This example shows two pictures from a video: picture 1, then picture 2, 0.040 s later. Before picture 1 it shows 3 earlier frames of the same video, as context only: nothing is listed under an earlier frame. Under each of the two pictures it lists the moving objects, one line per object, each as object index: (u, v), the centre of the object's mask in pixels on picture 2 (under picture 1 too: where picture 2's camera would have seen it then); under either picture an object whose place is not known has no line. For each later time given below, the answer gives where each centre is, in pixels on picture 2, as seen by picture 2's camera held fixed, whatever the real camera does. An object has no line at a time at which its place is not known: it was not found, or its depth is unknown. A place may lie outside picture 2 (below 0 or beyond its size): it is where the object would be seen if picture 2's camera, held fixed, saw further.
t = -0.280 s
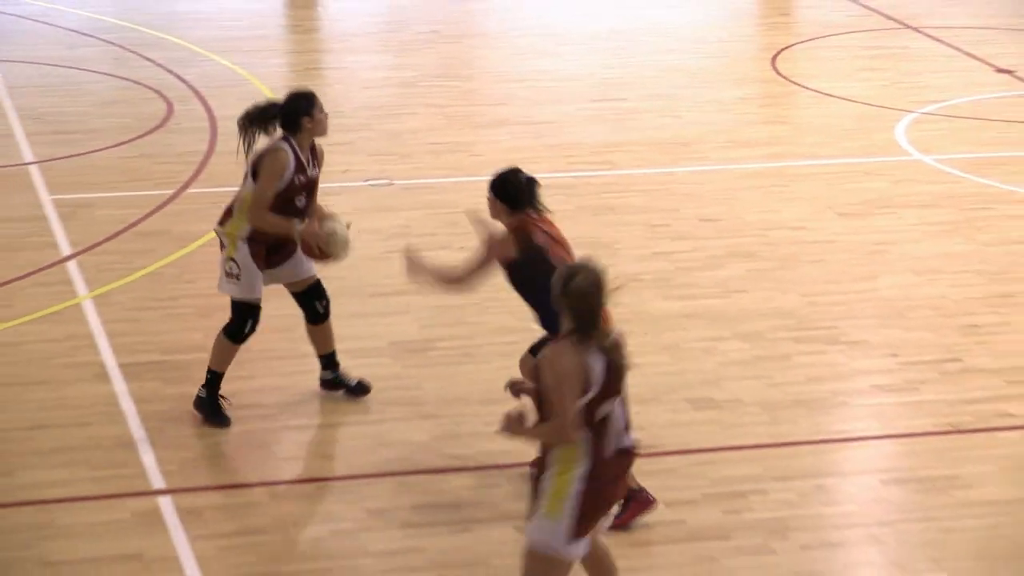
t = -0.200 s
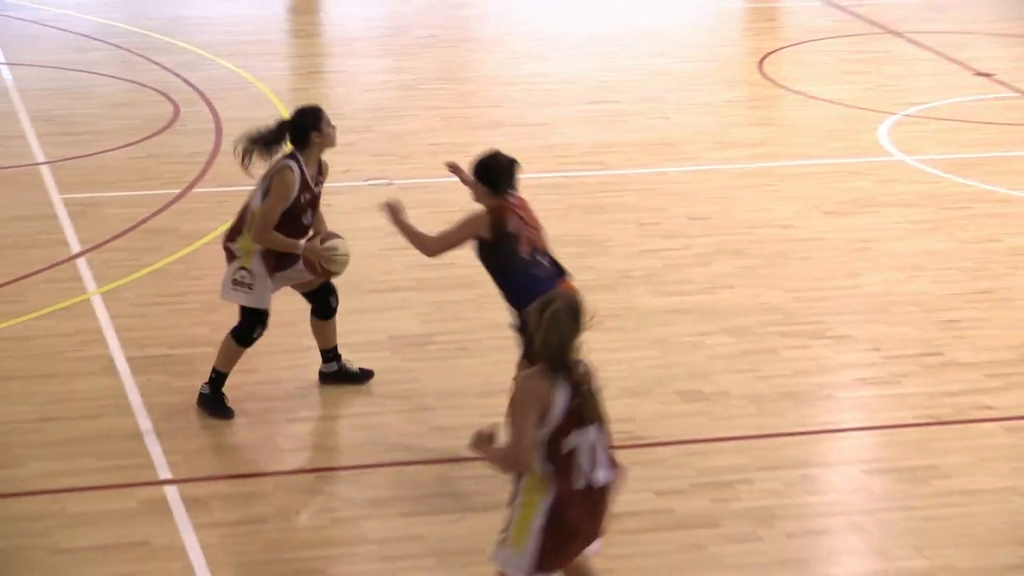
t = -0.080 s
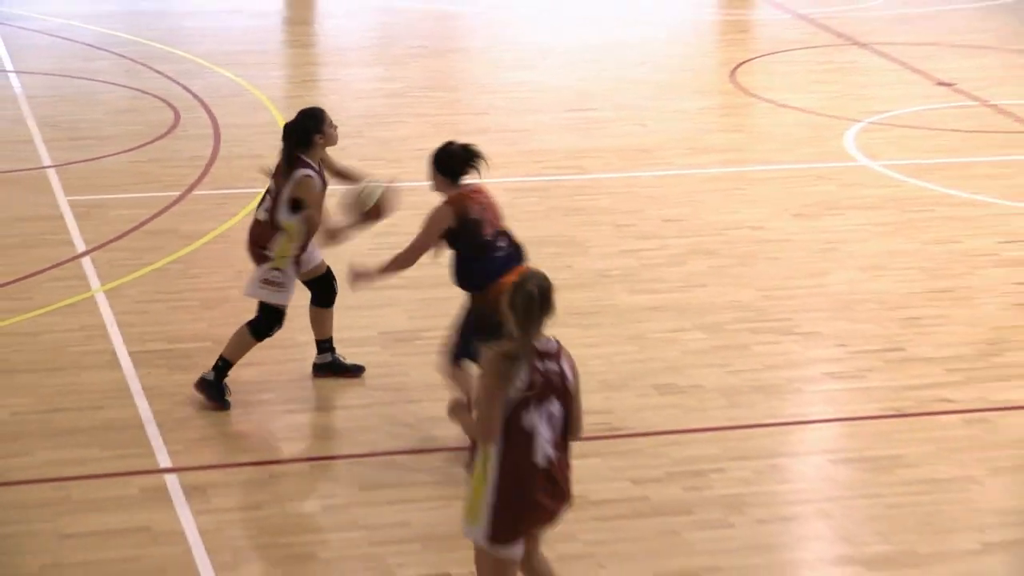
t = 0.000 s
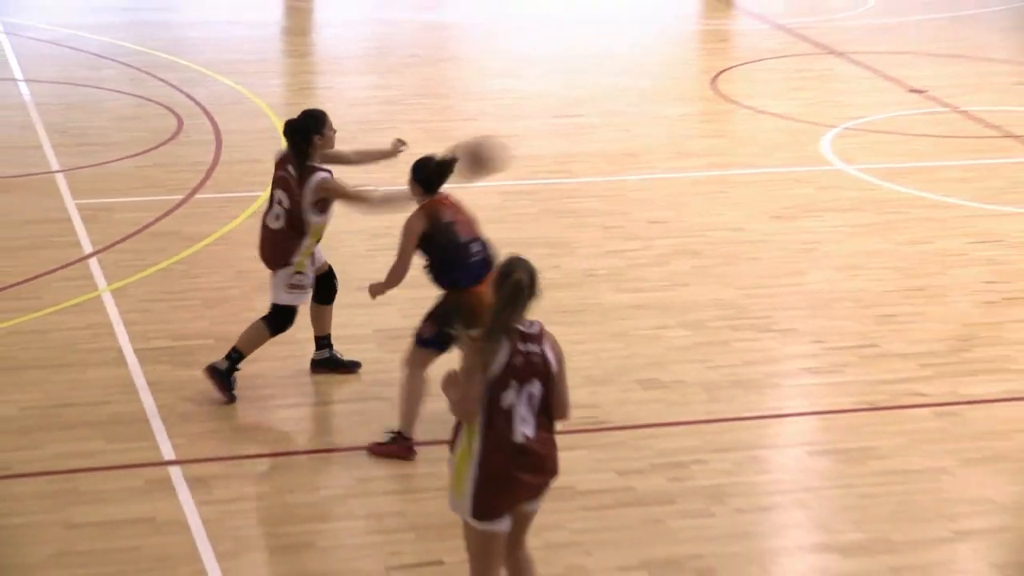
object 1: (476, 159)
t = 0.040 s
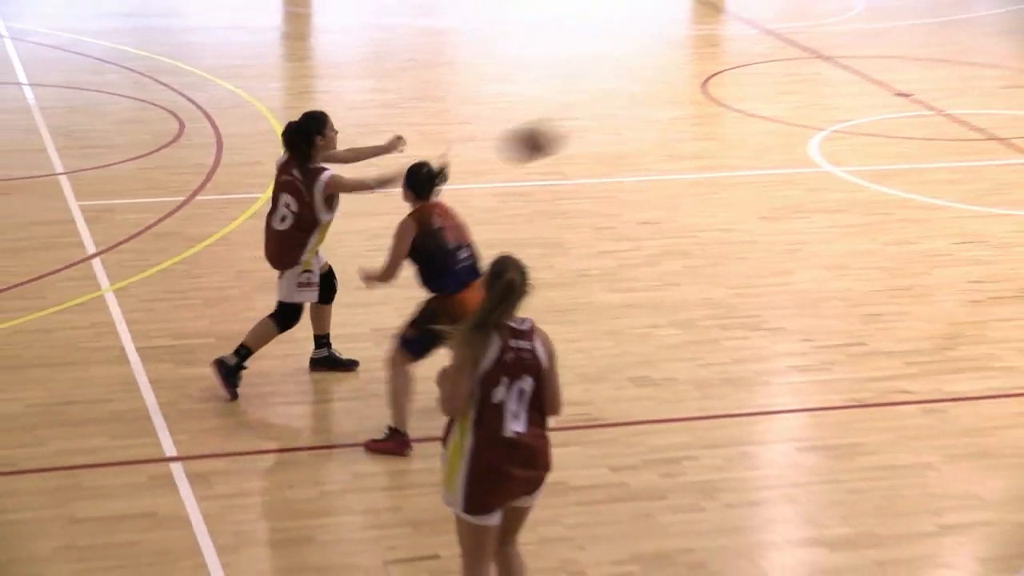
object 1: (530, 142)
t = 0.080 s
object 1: (592, 124)
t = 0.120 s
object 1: (652, 110)
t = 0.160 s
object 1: (709, 100)
